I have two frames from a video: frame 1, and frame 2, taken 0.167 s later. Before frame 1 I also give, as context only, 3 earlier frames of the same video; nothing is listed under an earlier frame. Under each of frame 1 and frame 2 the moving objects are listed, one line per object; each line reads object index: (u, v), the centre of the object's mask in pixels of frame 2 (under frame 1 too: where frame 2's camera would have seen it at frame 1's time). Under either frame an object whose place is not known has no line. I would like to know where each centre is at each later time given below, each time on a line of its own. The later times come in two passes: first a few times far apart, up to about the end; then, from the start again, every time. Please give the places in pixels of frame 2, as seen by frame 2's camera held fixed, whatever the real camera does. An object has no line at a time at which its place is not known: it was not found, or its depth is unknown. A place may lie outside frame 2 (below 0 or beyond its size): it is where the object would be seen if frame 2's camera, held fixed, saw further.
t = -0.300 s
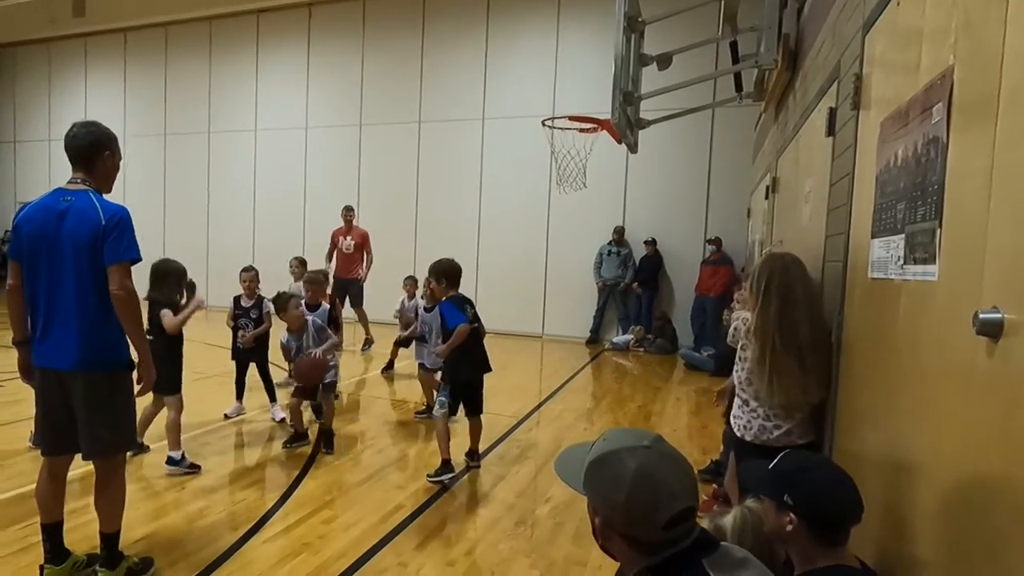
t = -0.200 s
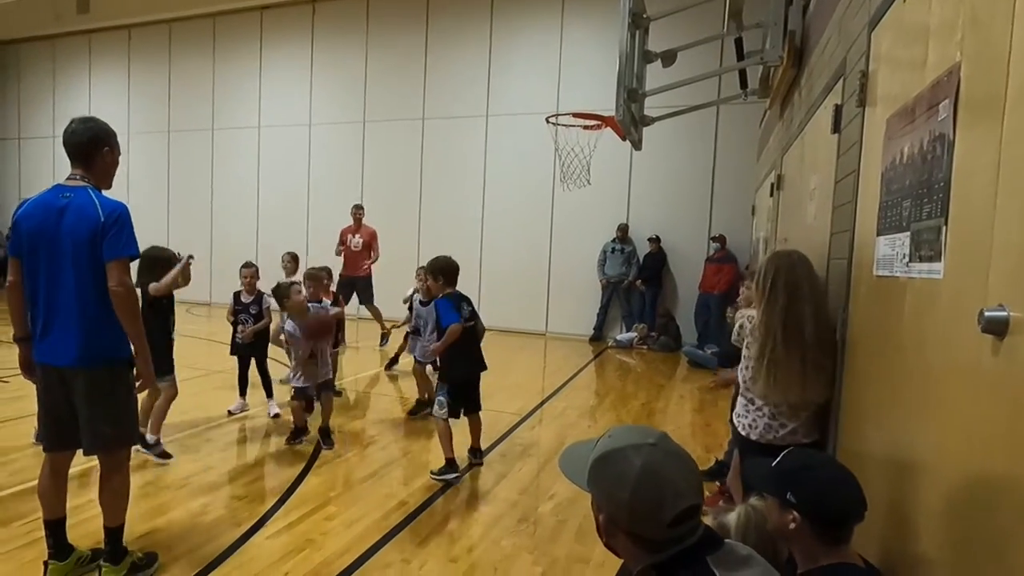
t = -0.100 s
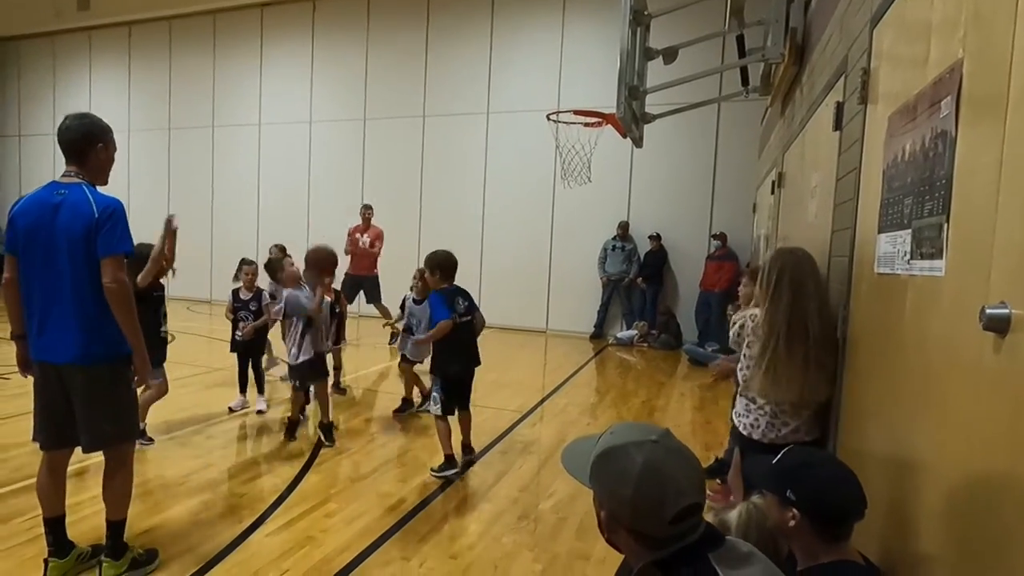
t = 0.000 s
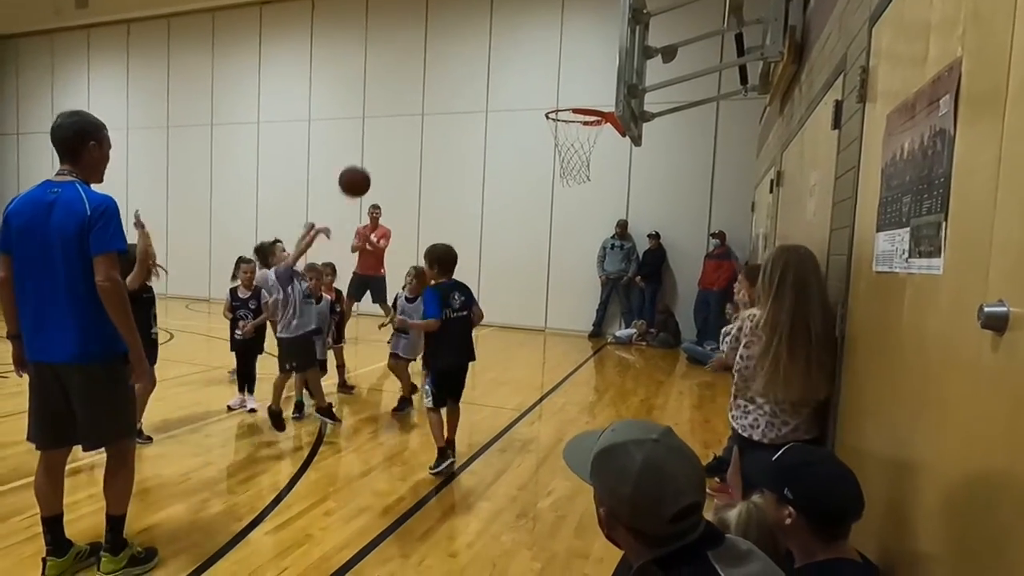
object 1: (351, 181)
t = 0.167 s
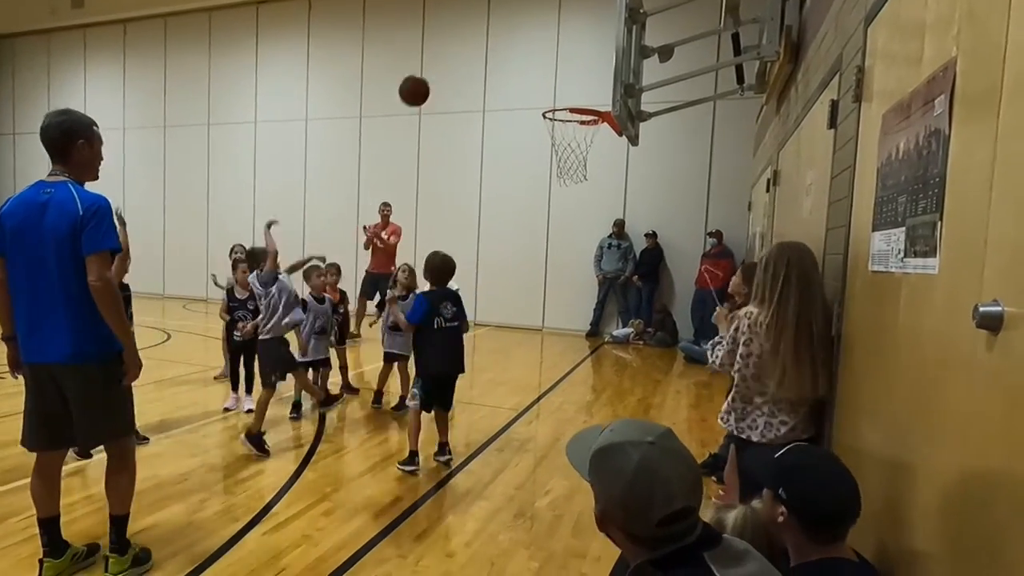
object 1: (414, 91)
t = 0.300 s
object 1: (458, 54)
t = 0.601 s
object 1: (538, 67)
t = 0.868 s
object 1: (589, 101)
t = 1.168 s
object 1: (520, 97)
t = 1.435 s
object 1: (457, 183)
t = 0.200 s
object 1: (425, 79)
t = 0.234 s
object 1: (436, 68)
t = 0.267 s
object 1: (447, 60)
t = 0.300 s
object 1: (458, 54)
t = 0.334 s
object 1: (468, 49)
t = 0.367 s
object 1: (477, 46)
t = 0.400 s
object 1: (487, 45)
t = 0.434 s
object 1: (496, 45)
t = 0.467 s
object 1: (505, 47)
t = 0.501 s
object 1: (514, 50)
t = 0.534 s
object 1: (522, 54)
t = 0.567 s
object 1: (531, 60)
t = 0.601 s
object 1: (538, 67)
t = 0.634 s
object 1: (546, 76)
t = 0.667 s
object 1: (553, 85)
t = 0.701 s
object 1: (561, 96)
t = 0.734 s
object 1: (567, 108)
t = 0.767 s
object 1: (573, 110)
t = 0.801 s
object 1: (579, 108)
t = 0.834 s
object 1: (587, 102)
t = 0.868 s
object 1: (589, 101)
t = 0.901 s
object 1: (582, 97)
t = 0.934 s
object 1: (574, 93)
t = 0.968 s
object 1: (566, 89)
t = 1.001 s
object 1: (558, 87)
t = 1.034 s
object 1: (551, 86)
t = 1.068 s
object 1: (543, 87)
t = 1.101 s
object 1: (535, 89)
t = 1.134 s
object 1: (527, 92)
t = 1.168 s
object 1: (520, 97)
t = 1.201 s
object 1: (512, 103)
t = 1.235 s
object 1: (504, 111)
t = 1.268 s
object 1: (496, 120)
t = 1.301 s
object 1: (488, 130)
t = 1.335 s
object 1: (481, 142)
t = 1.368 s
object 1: (473, 154)
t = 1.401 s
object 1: (465, 168)
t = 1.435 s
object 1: (457, 183)
